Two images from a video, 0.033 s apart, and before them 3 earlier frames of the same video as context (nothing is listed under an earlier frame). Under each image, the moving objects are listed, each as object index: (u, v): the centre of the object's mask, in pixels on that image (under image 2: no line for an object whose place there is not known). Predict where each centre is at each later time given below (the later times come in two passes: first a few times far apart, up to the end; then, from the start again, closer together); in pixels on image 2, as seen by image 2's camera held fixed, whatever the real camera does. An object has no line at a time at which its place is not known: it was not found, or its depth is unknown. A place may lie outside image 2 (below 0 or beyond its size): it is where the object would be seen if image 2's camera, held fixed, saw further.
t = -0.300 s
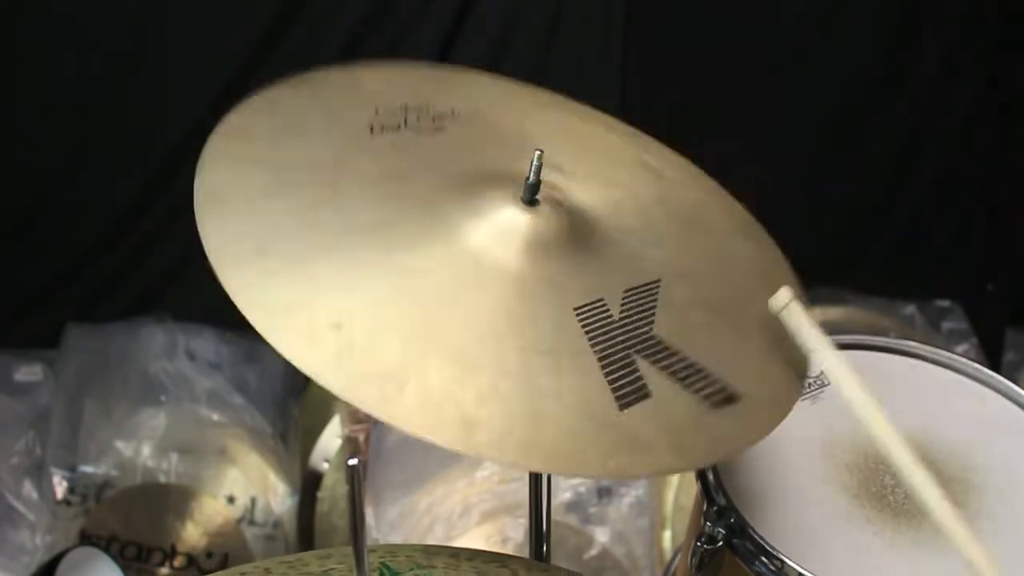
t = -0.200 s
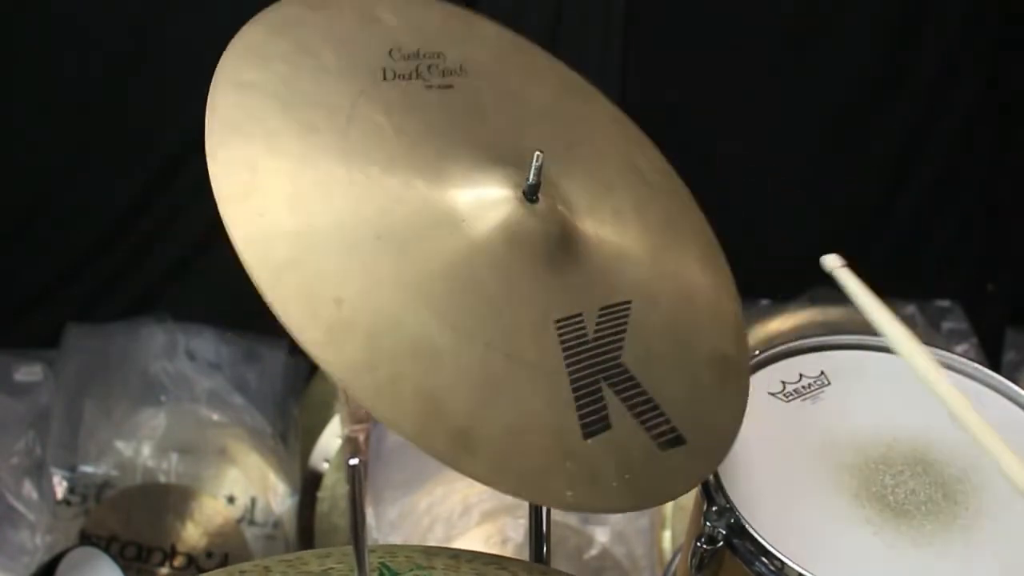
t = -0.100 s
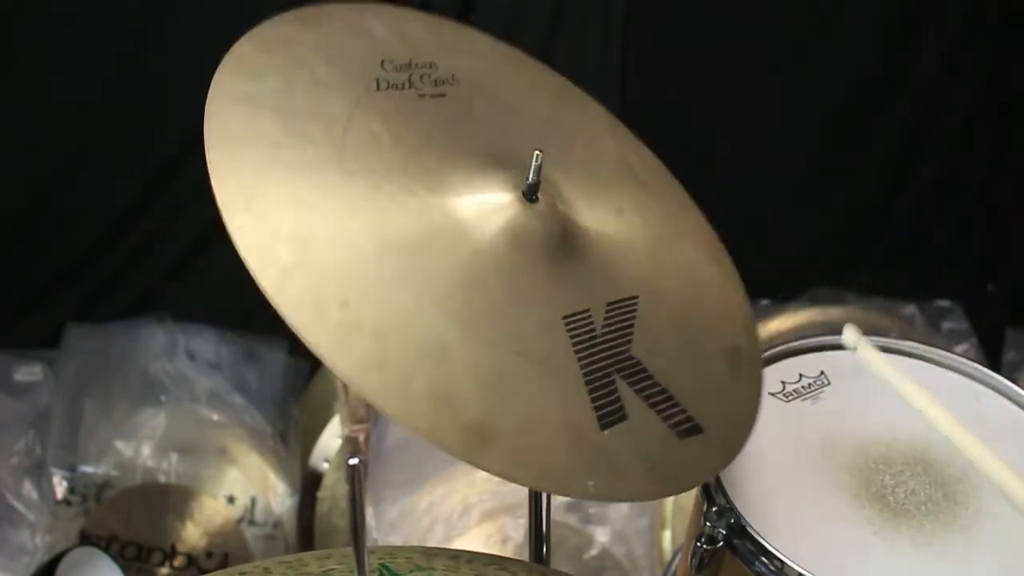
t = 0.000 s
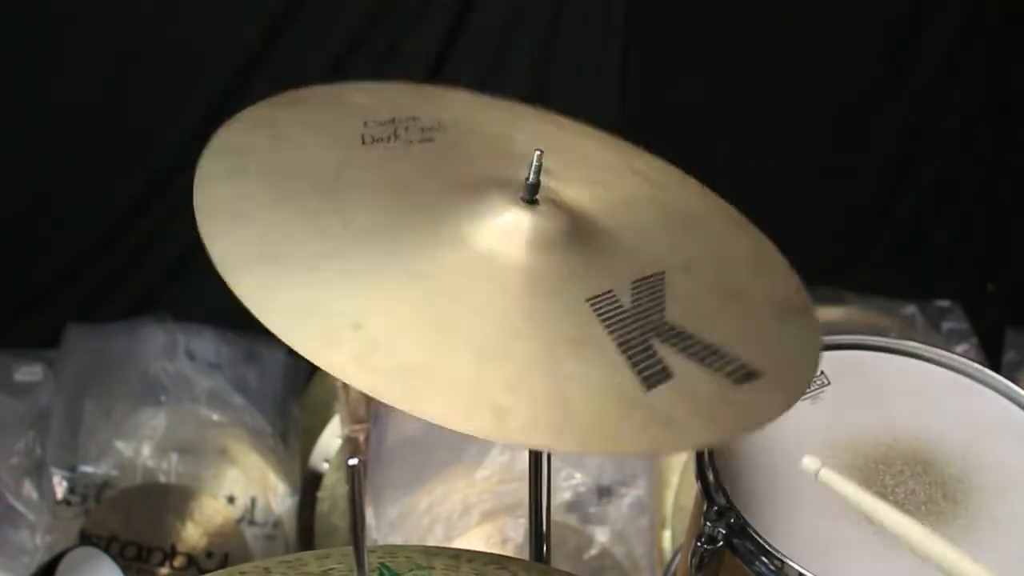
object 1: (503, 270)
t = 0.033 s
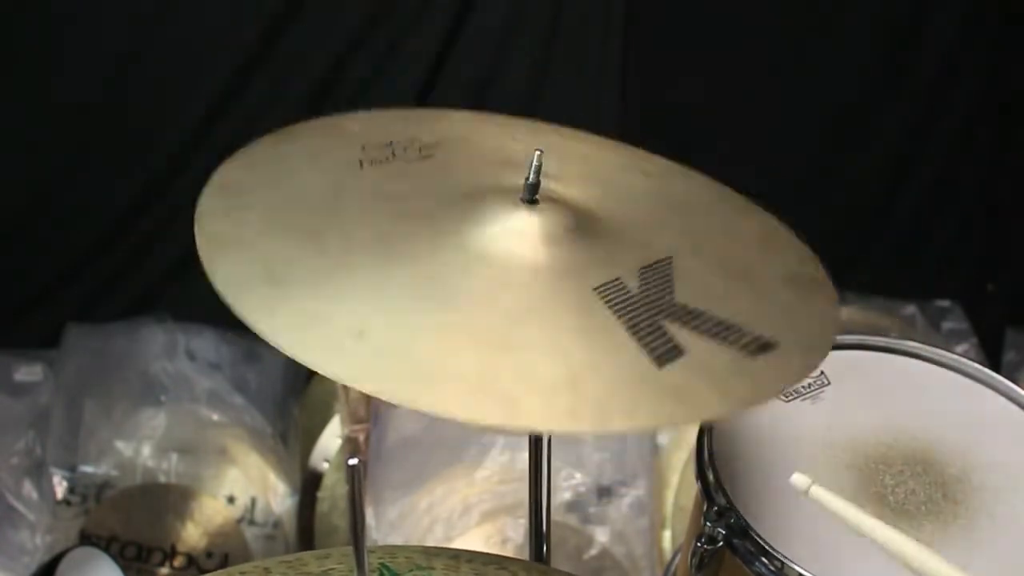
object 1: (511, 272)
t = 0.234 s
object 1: (542, 269)
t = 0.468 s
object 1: (494, 264)
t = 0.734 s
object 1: (518, 273)
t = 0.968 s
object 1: (538, 269)
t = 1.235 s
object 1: (506, 271)
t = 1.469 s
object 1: (513, 273)
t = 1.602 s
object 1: (524, 273)
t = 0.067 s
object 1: (522, 272)
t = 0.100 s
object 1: (530, 269)
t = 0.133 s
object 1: (538, 265)
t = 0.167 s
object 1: (545, 264)
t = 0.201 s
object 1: (547, 265)
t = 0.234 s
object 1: (542, 269)
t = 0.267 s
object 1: (535, 272)
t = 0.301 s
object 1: (527, 275)
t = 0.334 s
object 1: (519, 275)
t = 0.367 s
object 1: (511, 273)
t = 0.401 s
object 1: (503, 270)
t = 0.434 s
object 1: (497, 267)
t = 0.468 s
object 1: (494, 264)
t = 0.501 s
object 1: (492, 262)
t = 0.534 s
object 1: (493, 262)
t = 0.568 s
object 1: (495, 263)
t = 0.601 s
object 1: (499, 265)
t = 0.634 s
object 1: (503, 268)
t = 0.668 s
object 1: (508, 270)
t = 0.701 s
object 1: (513, 272)
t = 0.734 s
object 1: (518, 273)
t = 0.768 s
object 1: (523, 272)
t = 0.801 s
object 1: (527, 271)
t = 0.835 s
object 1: (530, 270)
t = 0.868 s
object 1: (533, 269)
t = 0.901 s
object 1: (536, 269)
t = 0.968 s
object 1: (538, 269)
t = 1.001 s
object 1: (537, 270)
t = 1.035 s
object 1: (535, 272)
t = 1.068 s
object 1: (531, 273)
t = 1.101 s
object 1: (527, 274)
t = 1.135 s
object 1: (521, 274)
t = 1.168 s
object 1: (516, 274)
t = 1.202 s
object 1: (510, 272)
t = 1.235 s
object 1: (506, 271)
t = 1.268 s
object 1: (504, 270)
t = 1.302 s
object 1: (503, 269)
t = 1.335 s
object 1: (503, 269)
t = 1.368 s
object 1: (505, 269)
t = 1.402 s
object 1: (507, 270)
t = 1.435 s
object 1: (510, 272)
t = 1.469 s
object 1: (513, 273)
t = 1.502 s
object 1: (516, 273)
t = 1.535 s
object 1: (519, 273)
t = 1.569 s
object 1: (522, 273)
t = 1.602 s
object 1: (524, 273)
